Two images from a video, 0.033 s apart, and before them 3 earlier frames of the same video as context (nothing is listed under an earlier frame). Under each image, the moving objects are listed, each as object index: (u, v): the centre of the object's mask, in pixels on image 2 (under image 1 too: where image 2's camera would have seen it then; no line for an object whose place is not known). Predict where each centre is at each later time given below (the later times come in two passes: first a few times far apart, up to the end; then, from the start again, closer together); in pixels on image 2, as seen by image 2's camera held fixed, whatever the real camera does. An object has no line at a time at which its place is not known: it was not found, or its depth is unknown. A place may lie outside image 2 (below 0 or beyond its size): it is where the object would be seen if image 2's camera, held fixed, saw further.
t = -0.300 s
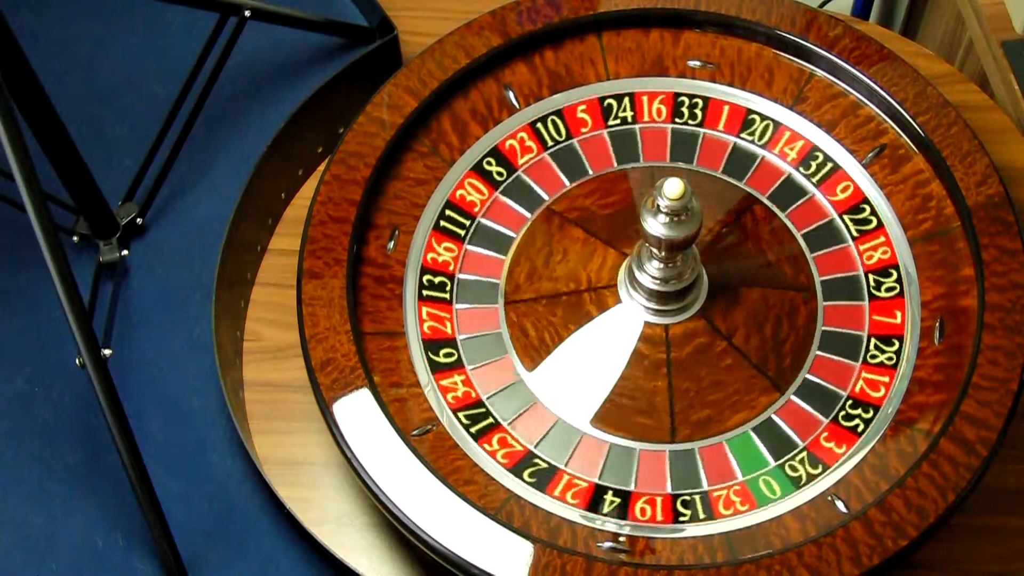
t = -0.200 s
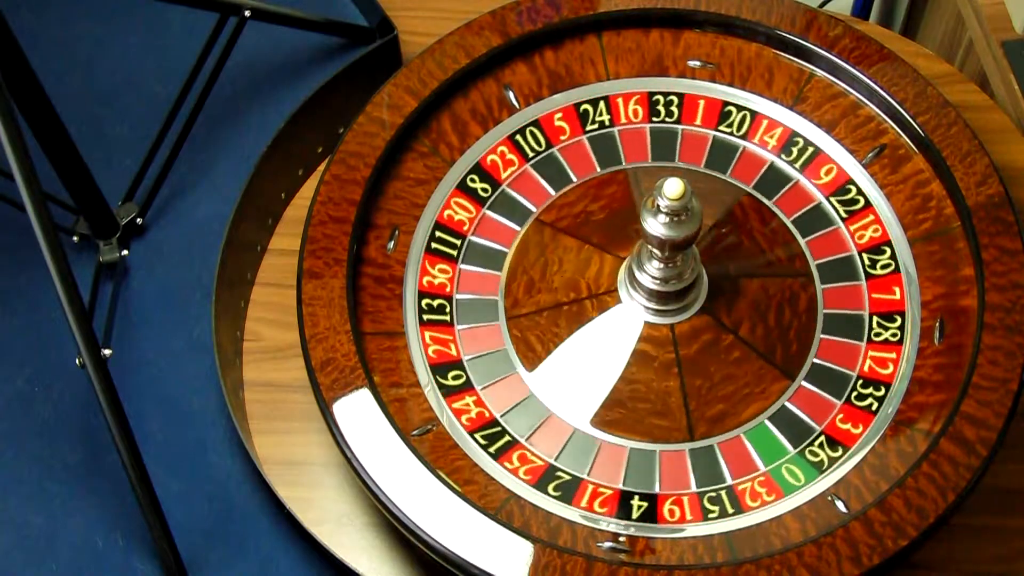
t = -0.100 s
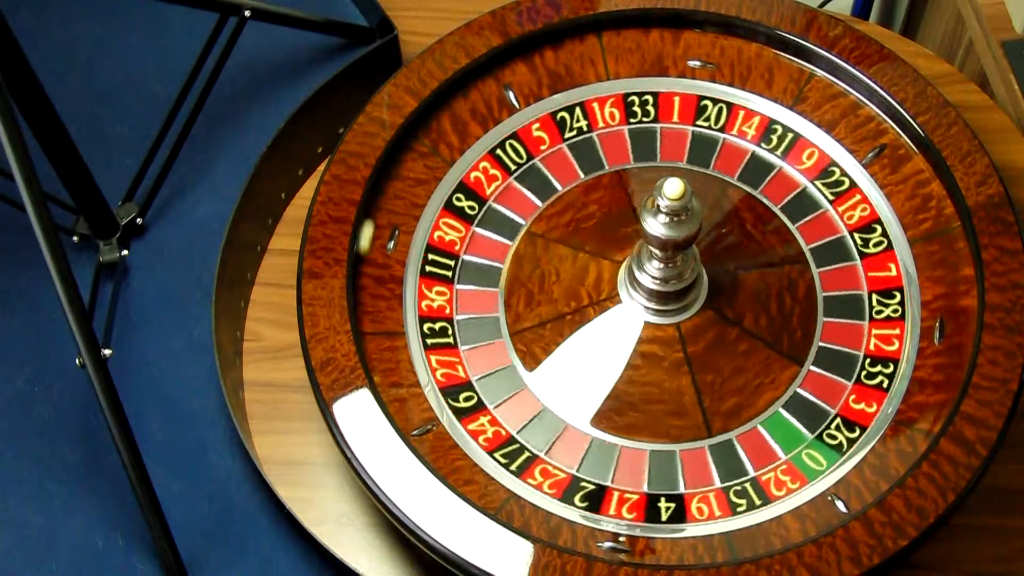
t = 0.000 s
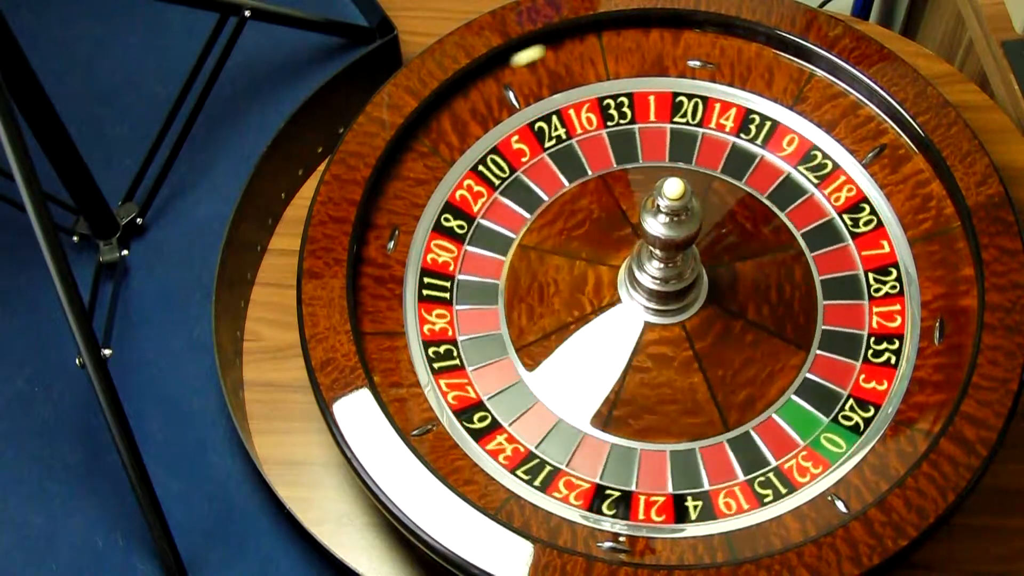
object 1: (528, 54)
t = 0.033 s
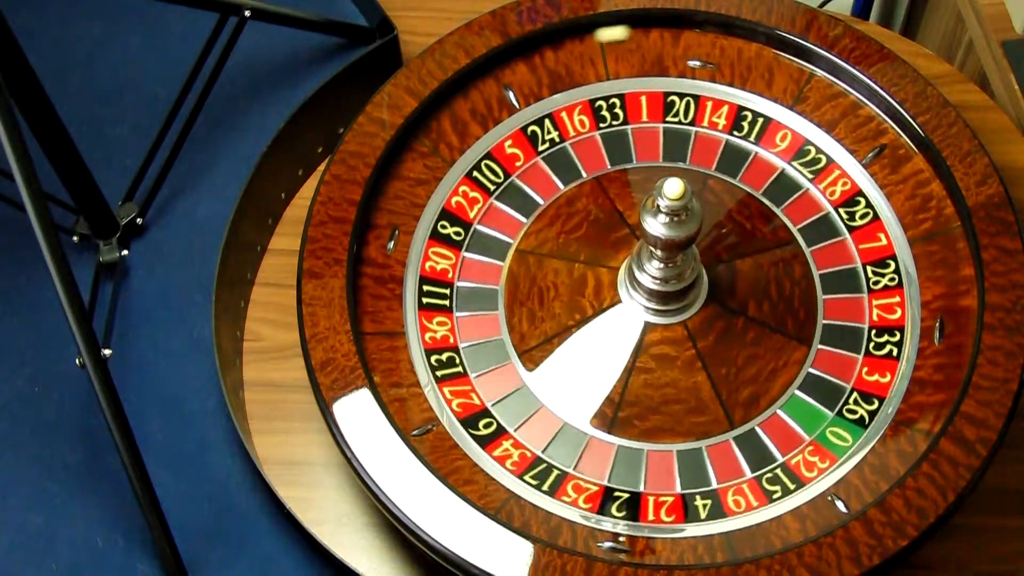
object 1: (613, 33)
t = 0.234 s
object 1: (966, 337)
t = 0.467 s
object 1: (434, 467)
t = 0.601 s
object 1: (389, 174)
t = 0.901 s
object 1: (949, 210)
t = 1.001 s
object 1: (934, 427)
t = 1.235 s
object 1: (422, 453)
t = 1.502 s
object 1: (567, 42)
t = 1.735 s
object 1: (955, 227)
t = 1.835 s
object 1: (939, 419)
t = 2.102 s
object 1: (433, 466)
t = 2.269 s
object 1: (383, 186)
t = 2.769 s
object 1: (949, 398)
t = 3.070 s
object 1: (446, 479)
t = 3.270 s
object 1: (387, 176)
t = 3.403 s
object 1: (542, 47)
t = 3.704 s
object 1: (951, 213)
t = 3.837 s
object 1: (938, 421)
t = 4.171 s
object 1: (419, 449)
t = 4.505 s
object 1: (534, 48)
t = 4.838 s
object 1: (952, 215)
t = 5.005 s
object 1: (919, 451)
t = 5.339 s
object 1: (430, 462)
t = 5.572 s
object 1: (393, 166)
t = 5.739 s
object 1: (562, 40)
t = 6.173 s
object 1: (966, 337)
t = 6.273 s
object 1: (910, 461)
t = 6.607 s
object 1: (454, 486)
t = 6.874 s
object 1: (386, 178)
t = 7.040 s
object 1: (532, 51)
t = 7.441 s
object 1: (950, 215)
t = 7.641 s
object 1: (919, 450)
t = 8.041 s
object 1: (433, 465)
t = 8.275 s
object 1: (371, 212)
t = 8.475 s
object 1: (513, 58)
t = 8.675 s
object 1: (733, 37)
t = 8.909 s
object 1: (939, 191)
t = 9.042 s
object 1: (967, 335)
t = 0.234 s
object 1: (966, 337)
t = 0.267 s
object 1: (938, 420)
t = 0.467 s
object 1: (434, 467)
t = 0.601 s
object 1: (389, 174)
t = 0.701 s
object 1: (557, 42)
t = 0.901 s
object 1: (949, 210)
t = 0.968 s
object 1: (962, 362)
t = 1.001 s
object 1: (934, 427)
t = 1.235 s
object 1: (422, 453)
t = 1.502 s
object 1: (567, 42)
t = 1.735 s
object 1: (955, 227)
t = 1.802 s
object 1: (963, 357)
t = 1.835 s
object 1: (939, 419)
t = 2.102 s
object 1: (433, 466)
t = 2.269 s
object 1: (383, 186)
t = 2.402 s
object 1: (555, 45)
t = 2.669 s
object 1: (954, 223)
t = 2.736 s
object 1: (966, 339)
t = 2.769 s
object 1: (949, 398)
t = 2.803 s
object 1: (919, 449)
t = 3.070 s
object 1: (446, 479)
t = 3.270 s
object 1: (387, 176)
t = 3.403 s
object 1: (542, 47)
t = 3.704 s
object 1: (951, 213)
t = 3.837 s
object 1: (938, 421)
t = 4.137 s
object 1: (458, 489)
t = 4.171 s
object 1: (419, 449)
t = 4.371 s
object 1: (392, 167)
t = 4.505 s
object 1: (534, 48)
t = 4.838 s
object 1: (952, 215)
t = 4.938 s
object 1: (963, 359)
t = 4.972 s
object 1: (945, 408)
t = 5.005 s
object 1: (919, 451)
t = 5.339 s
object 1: (430, 462)
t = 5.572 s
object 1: (393, 166)
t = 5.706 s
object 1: (521, 55)
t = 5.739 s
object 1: (562, 40)
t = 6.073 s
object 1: (946, 206)
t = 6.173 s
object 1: (966, 337)
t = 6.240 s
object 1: (937, 423)
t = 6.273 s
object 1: (910, 461)
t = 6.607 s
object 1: (454, 486)
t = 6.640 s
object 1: (421, 452)
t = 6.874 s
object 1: (386, 178)
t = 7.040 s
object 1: (532, 51)
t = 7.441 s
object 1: (950, 215)
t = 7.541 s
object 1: (967, 336)
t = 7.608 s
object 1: (942, 414)
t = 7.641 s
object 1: (919, 450)
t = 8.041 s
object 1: (433, 465)
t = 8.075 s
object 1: (405, 431)
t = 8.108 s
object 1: (385, 397)
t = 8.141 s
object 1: (370, 359)
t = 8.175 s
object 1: (361, 321)
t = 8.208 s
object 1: (359, 284)
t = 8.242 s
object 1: (362, 247)
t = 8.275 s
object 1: (371, 212)
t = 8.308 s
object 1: (385, 180)
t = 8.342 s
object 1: (404, 150)
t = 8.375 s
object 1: (426, 121)
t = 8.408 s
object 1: (452, 97)
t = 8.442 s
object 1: (481, 76)
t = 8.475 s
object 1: (513, 58)
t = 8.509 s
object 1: (547, 45)
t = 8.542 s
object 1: (583, 35)
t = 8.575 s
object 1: (619, 29)
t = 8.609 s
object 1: (657, 28)
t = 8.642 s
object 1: (695, 31)
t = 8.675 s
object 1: (733, 37)
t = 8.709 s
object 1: (769, 49)
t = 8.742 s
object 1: (804, 63)
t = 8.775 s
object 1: (837, 82)
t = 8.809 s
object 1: (868, 105)
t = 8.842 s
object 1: (896, 131)
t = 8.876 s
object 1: (919, 159)
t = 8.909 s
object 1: (939, 191)
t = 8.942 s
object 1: (954, 225)
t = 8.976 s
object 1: (964, 261)
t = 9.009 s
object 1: (969, 298)
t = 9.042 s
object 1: (967, 335)
